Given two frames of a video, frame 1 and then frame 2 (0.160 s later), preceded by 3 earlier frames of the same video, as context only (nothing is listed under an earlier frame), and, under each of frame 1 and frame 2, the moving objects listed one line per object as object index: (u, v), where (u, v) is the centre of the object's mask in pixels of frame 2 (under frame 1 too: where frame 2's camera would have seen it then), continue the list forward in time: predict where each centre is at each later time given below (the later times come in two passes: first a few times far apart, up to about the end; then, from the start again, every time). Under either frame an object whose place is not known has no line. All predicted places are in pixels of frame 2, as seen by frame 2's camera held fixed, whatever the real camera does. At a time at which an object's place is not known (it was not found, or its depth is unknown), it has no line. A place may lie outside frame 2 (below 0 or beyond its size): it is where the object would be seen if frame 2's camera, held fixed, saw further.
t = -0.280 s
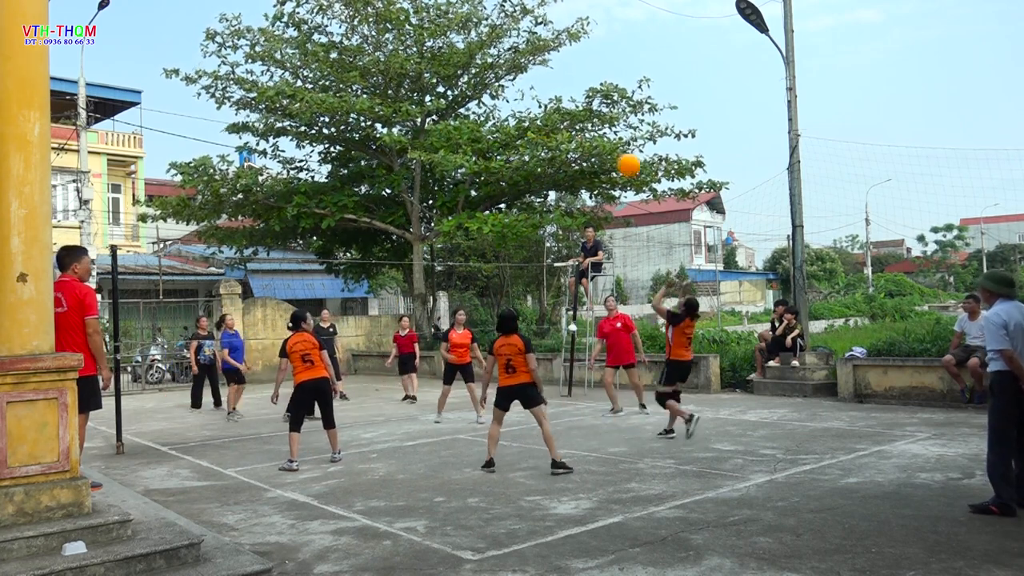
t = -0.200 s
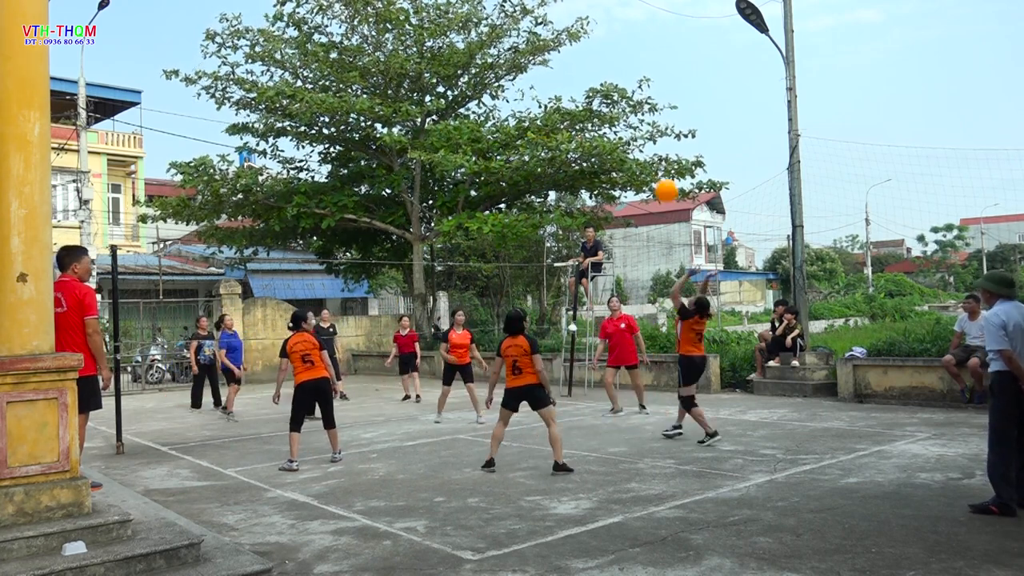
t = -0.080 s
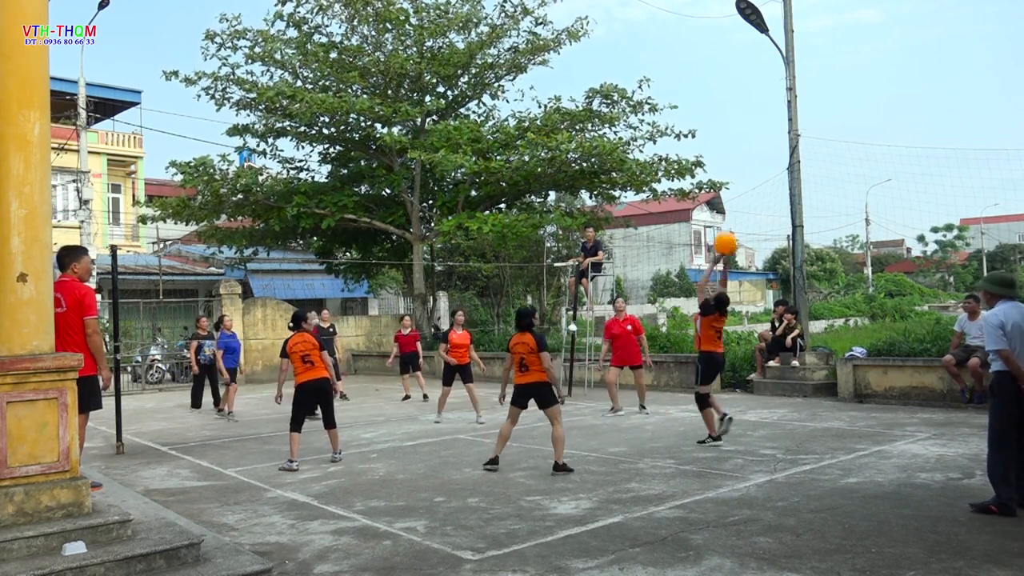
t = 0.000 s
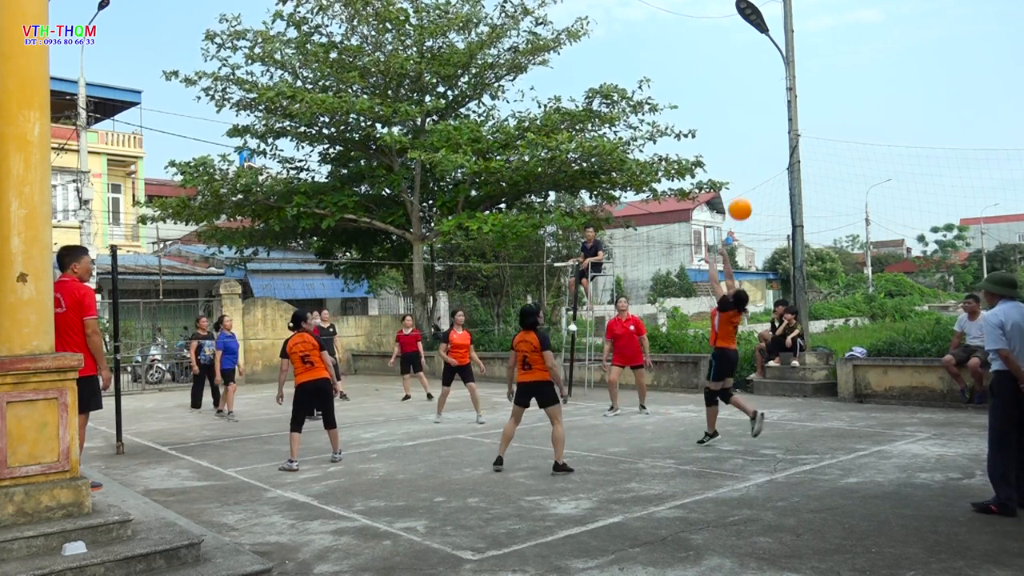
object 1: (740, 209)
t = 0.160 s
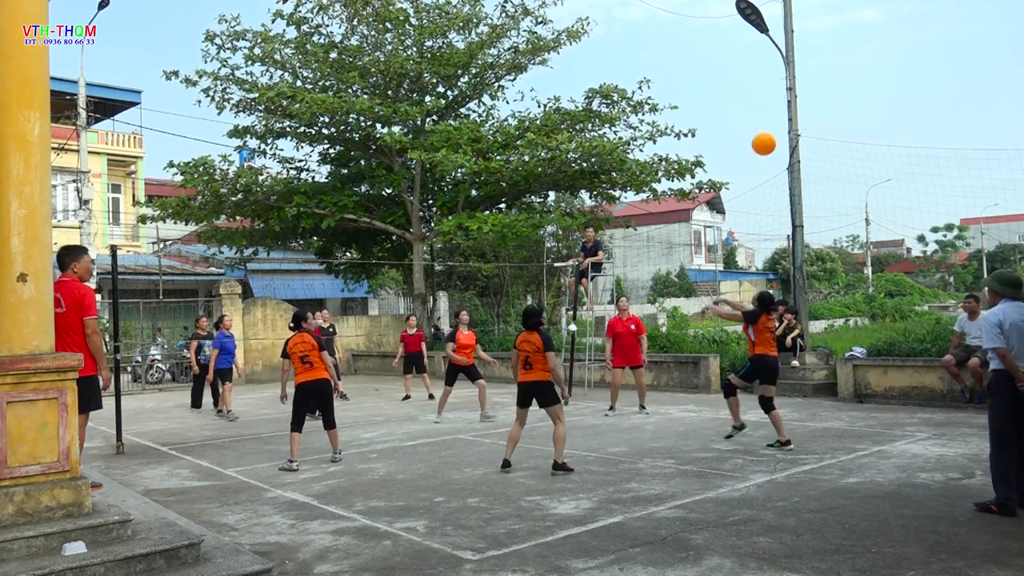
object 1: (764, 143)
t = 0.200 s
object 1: (769, 131)
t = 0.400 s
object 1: (801, 89)
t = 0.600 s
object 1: (835, 84)
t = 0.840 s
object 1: (879, 132)
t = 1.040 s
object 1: (917, 219)
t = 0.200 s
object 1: (769, 131)
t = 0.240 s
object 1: (775, 120)
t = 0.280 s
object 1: (781, 110)
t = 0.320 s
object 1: (787, 101)
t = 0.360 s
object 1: (794, 94)
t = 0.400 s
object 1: (801, 89)
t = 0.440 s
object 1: (807, 85)
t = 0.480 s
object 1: (814, 83)
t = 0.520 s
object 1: (820, 82)
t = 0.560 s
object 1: (827, 82)
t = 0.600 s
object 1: (835, 84)
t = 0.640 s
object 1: (842, 88)
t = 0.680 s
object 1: (849, 94)
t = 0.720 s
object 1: (856, 102)
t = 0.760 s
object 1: (863, 110)
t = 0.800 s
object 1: (870, 120)
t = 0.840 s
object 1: (879, 132)
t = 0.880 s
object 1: (887, 146)
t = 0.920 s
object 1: (895, 163)
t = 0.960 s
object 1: (901, 180)
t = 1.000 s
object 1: (909, 199)
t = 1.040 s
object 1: (917, 219)
